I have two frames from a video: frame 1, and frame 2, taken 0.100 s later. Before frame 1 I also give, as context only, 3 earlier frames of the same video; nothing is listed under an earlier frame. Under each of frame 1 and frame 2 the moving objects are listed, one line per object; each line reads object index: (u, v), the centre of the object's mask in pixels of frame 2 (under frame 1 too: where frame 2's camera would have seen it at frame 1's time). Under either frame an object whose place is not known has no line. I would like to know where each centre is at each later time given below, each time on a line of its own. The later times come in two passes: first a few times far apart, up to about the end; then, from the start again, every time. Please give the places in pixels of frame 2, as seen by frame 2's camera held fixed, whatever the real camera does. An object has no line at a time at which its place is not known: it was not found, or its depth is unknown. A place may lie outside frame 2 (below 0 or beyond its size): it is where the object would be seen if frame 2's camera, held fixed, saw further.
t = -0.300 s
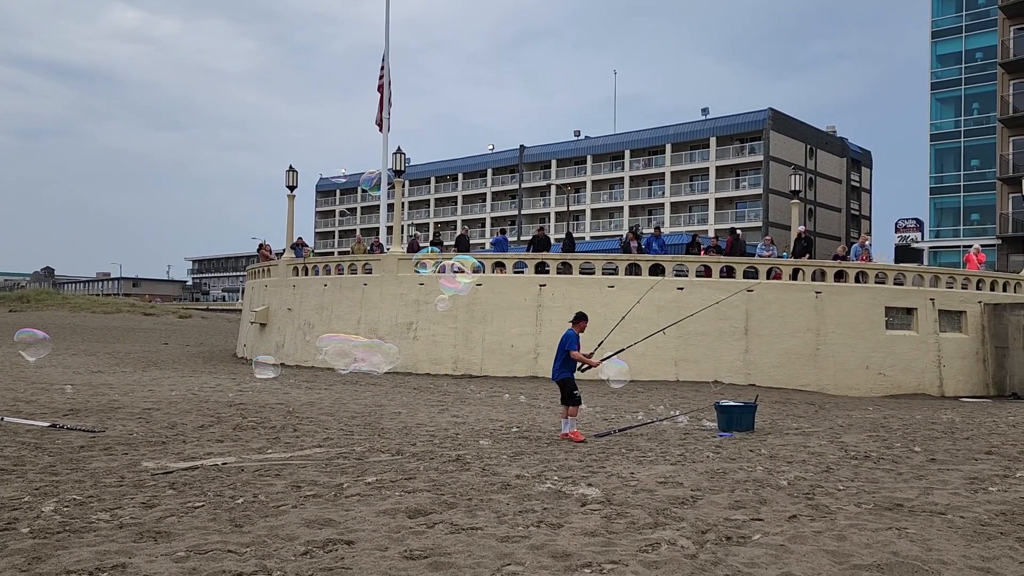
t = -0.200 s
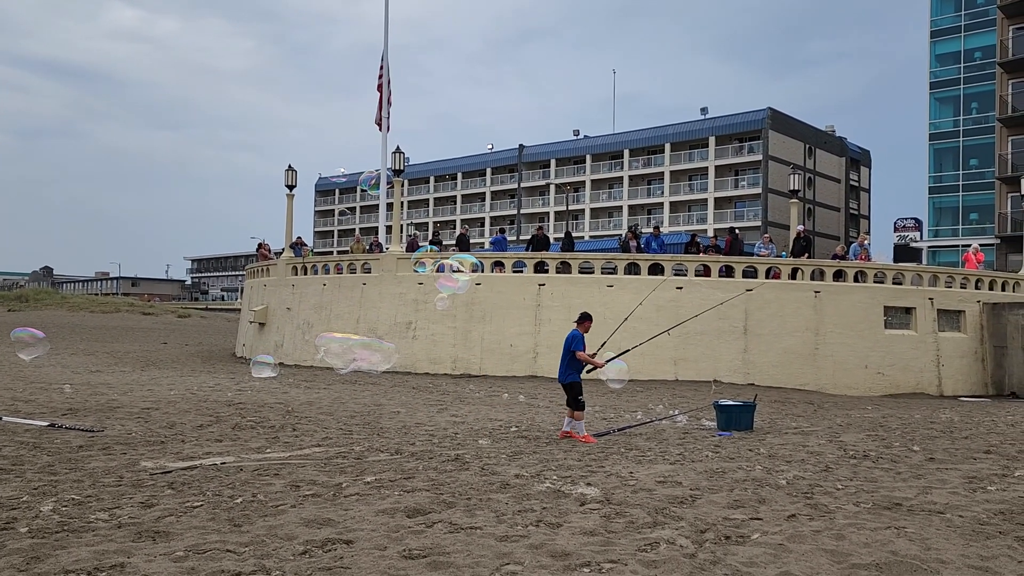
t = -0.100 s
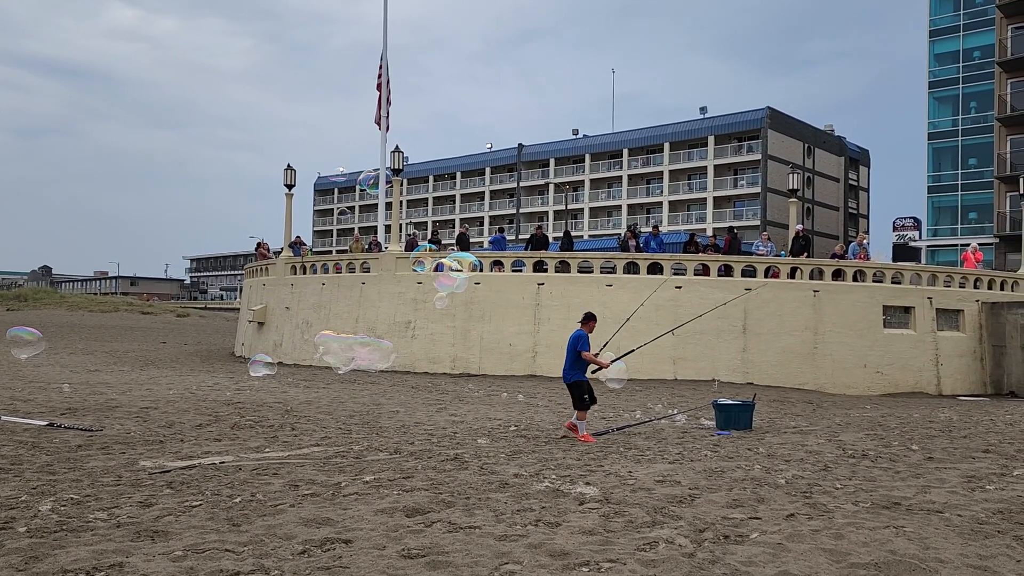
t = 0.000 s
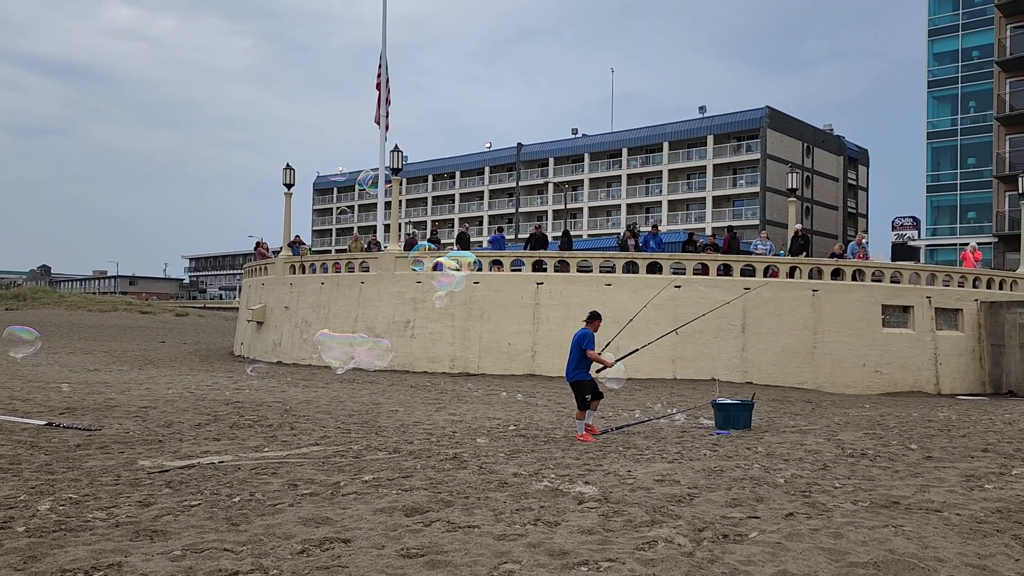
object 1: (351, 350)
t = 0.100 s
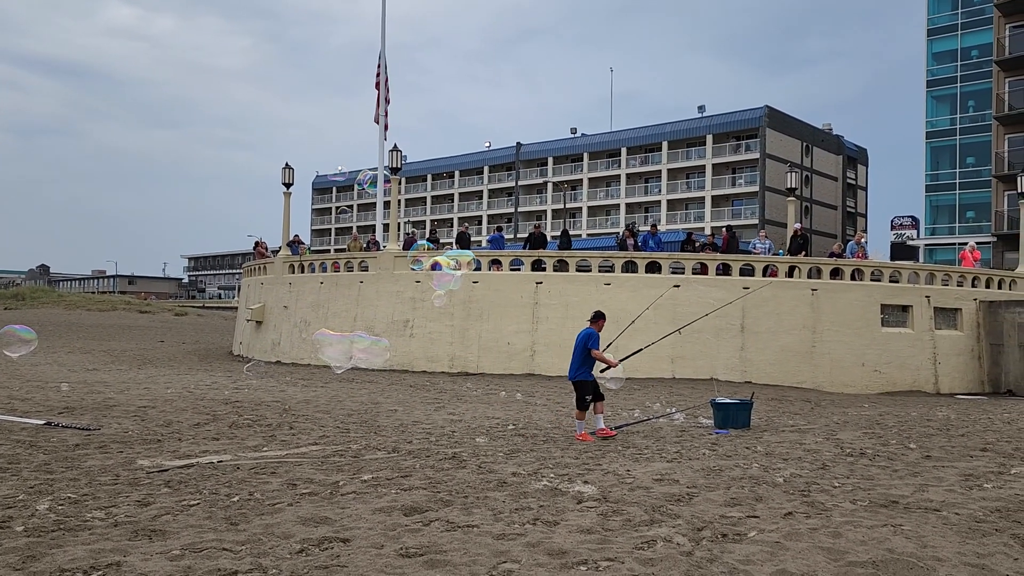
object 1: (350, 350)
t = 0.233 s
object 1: (350, 349)
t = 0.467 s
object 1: (348, 348)
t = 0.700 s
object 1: (345, 347)
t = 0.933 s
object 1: (345, 346)
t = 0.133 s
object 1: (350, 350)
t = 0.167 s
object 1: (350, 350)
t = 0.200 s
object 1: (350, 349)
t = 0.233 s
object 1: (350, 349)
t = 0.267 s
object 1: (349, 349)
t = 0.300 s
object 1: (349, 349)
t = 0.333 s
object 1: (349, 349)
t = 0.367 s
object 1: (348, 349)
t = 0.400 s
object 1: (348, 349)
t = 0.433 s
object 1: (348, 348)
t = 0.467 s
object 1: (348, 348)
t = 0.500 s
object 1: (348, 348)
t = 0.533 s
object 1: (348, 348)
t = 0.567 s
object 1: (347, 348)
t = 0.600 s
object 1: (346, 348)
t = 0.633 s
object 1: (346, 348)
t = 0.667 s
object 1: (346, 348)
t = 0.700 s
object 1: (345, 347)
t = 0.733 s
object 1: (346, 347)
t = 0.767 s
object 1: (346, 347)
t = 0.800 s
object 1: (346, 347)
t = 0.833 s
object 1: (345, 347)
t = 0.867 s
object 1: (345, 347)
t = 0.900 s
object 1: (345, 346)
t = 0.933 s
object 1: (345, 346)
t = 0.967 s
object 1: (344, 346)
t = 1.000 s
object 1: (344, 346)
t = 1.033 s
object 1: (343, 345)
